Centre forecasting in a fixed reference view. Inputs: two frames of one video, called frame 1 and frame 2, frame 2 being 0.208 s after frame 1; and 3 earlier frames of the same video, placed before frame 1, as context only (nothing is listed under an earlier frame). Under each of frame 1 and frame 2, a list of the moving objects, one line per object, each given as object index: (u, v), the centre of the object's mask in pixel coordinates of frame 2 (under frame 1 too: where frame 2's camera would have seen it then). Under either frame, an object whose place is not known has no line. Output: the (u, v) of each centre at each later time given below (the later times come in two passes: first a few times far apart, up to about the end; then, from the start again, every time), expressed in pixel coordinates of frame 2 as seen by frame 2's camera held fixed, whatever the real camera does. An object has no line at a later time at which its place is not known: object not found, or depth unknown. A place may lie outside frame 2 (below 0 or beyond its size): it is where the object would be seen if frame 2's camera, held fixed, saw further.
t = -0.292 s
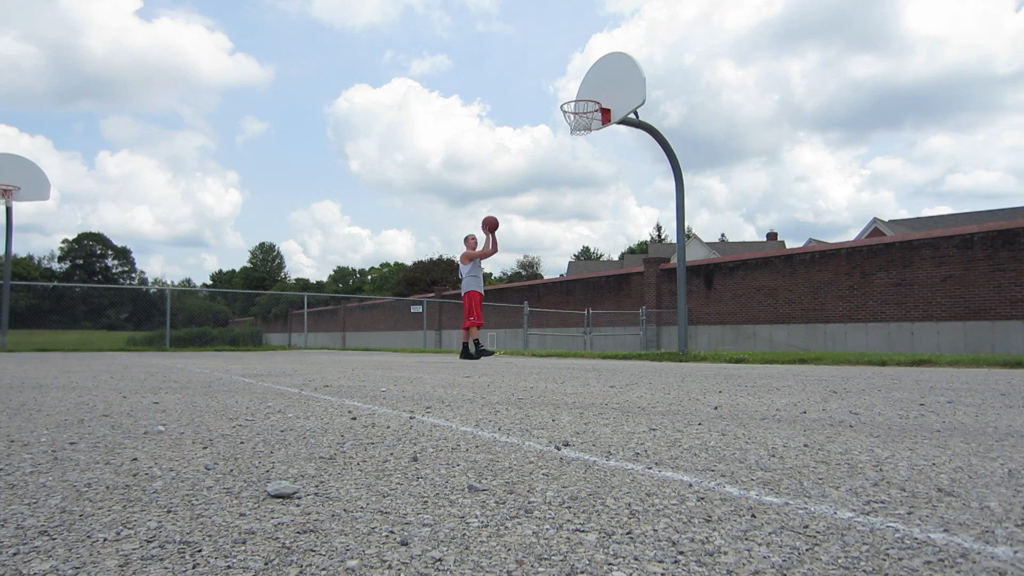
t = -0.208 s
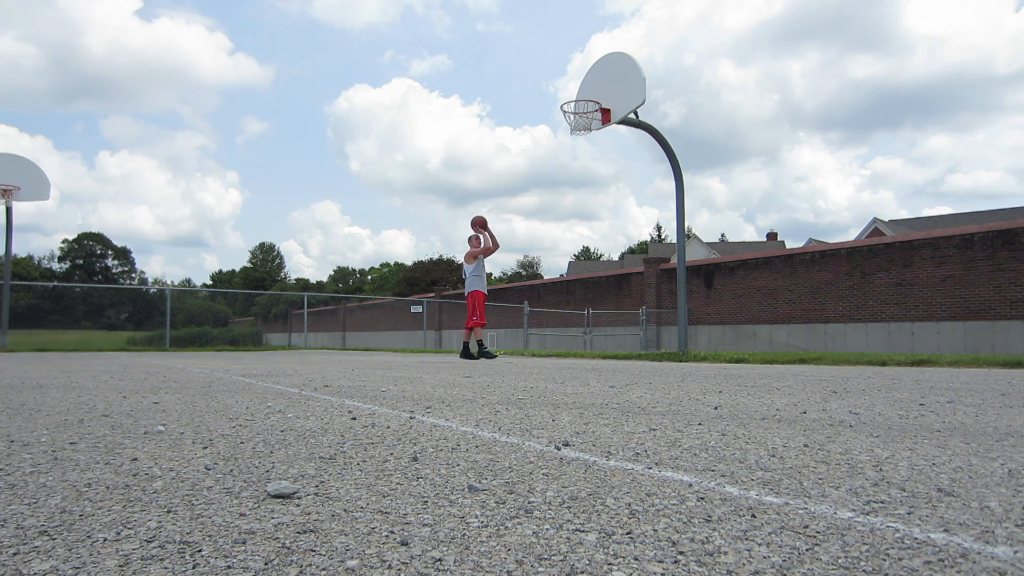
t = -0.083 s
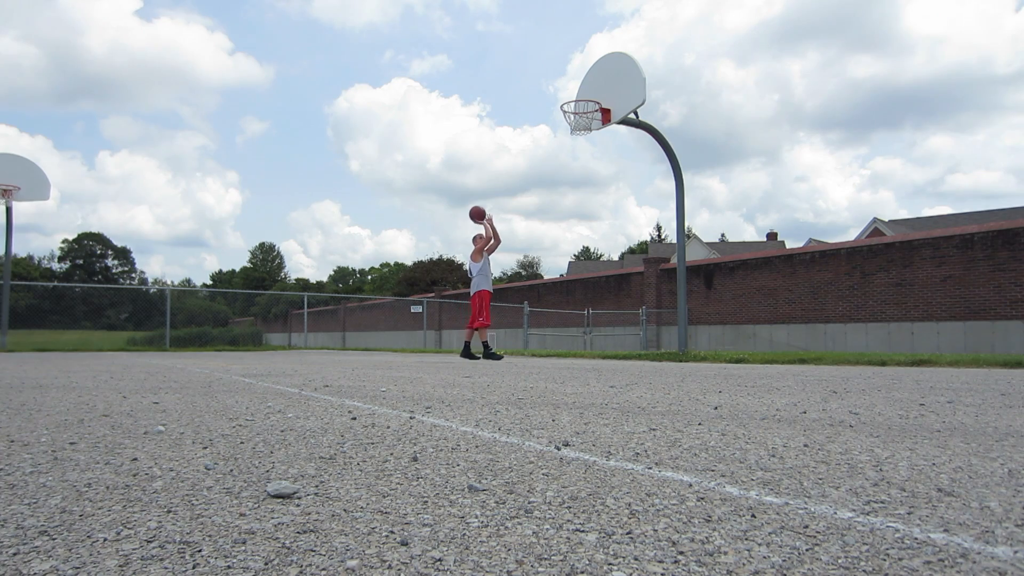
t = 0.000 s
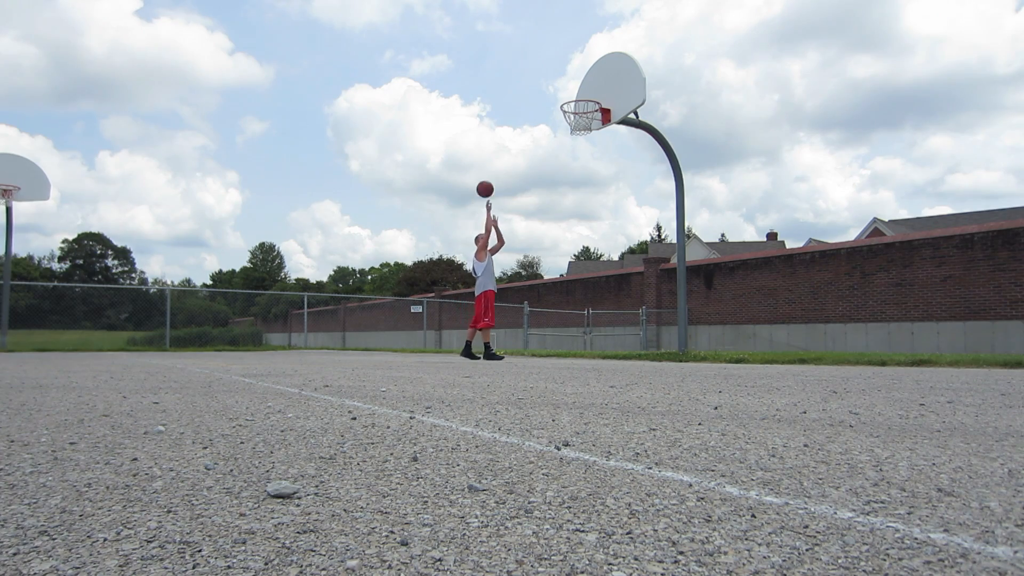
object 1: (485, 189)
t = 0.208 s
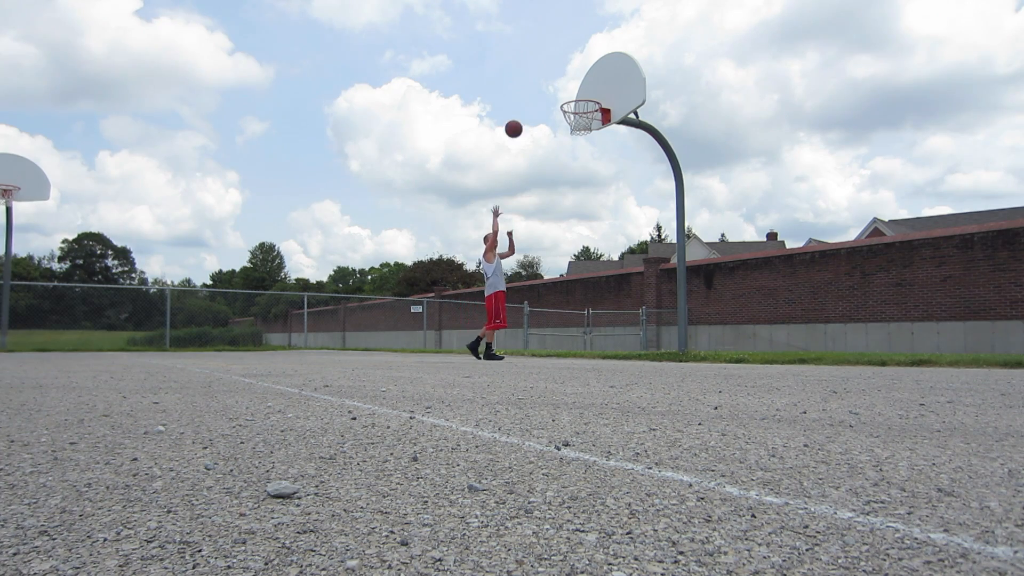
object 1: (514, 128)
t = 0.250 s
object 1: (520, 120)
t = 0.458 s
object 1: (551, 93)
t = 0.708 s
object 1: (586, 101)
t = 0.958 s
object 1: (588, 103)
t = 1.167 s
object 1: (576, 115)
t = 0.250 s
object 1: (520, 120)
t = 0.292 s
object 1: (526, 112)
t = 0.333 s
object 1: (532, 105)
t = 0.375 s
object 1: (538, 100)
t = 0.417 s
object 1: (545, 96)
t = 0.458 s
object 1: (551, 93)
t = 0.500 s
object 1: (558, 91)
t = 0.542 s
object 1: (565, 90)
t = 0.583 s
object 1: (572, 91)
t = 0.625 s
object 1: (579, 93)
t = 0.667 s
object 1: (586, 98)
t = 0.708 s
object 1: (586, 101)
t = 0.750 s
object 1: (578, 104)
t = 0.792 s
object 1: (572, 106)
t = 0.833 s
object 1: (578, 104)
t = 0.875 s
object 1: (584, 103)
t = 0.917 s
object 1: (590, 103)
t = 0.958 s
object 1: (588, 103)
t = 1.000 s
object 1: (583, 103)
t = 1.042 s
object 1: (578, 105)
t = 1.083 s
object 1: (573, 108)
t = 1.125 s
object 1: (573, 111)
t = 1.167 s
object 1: (576, 115)
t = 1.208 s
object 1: (579, 123)
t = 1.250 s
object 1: (581, 129)
